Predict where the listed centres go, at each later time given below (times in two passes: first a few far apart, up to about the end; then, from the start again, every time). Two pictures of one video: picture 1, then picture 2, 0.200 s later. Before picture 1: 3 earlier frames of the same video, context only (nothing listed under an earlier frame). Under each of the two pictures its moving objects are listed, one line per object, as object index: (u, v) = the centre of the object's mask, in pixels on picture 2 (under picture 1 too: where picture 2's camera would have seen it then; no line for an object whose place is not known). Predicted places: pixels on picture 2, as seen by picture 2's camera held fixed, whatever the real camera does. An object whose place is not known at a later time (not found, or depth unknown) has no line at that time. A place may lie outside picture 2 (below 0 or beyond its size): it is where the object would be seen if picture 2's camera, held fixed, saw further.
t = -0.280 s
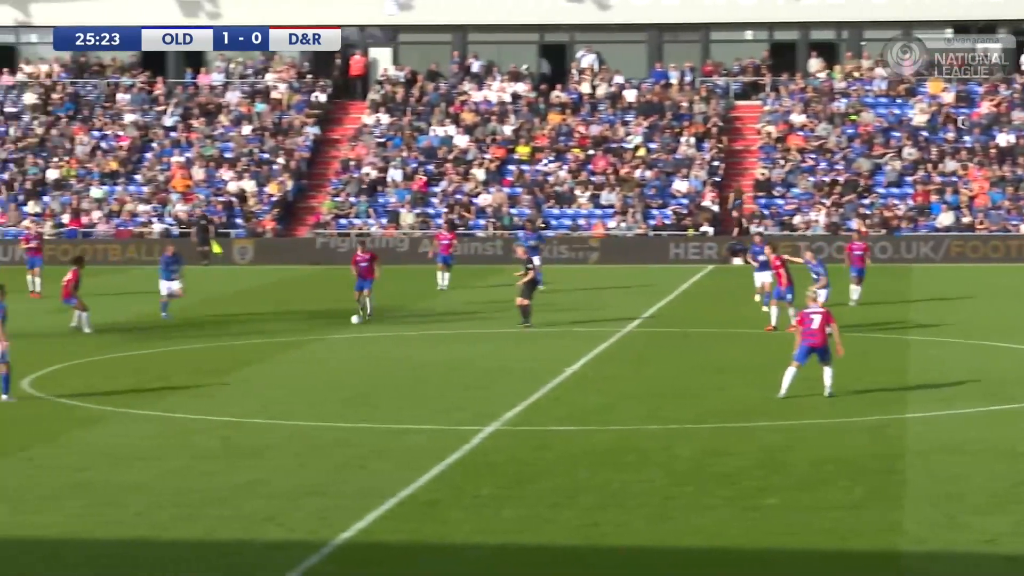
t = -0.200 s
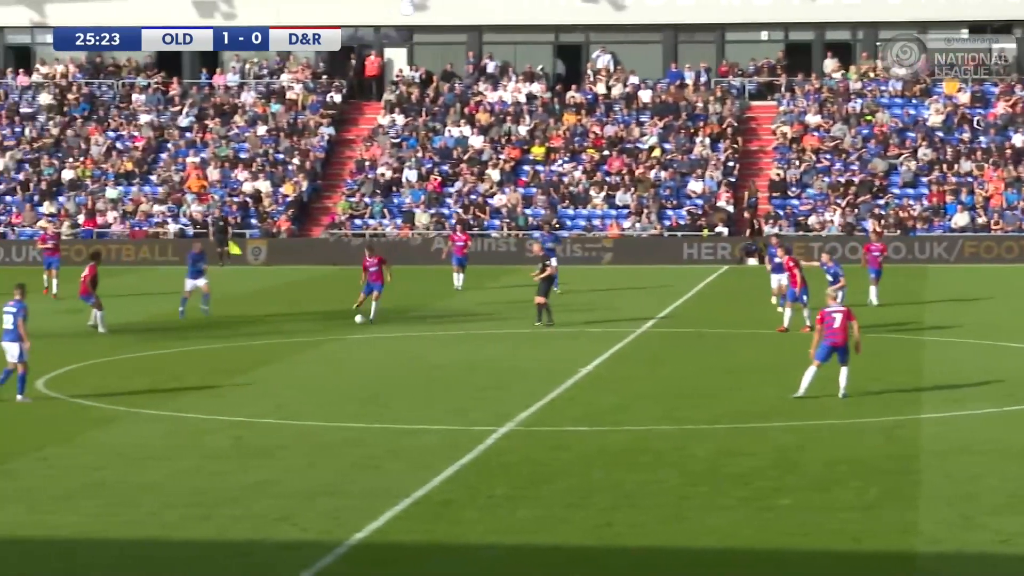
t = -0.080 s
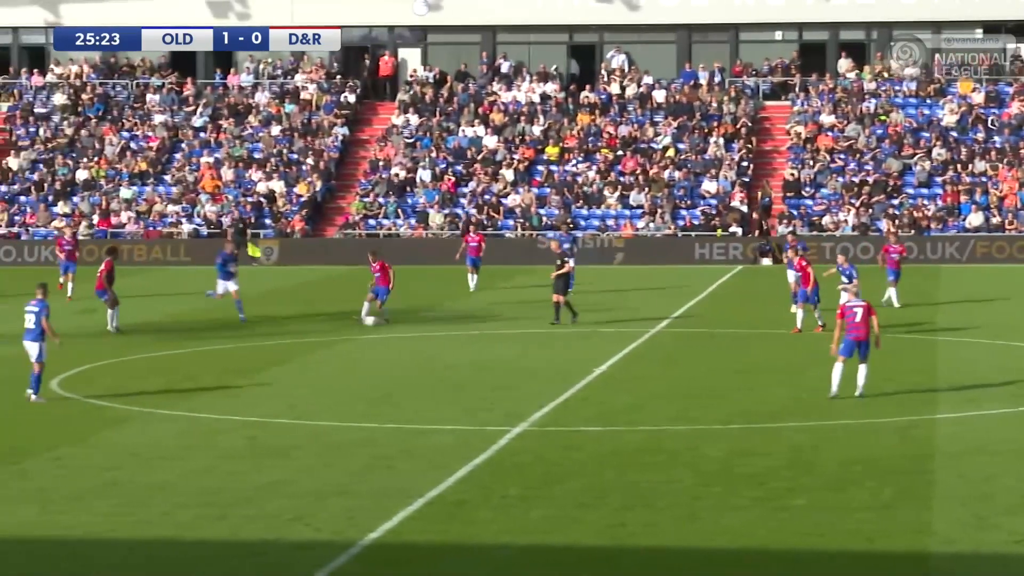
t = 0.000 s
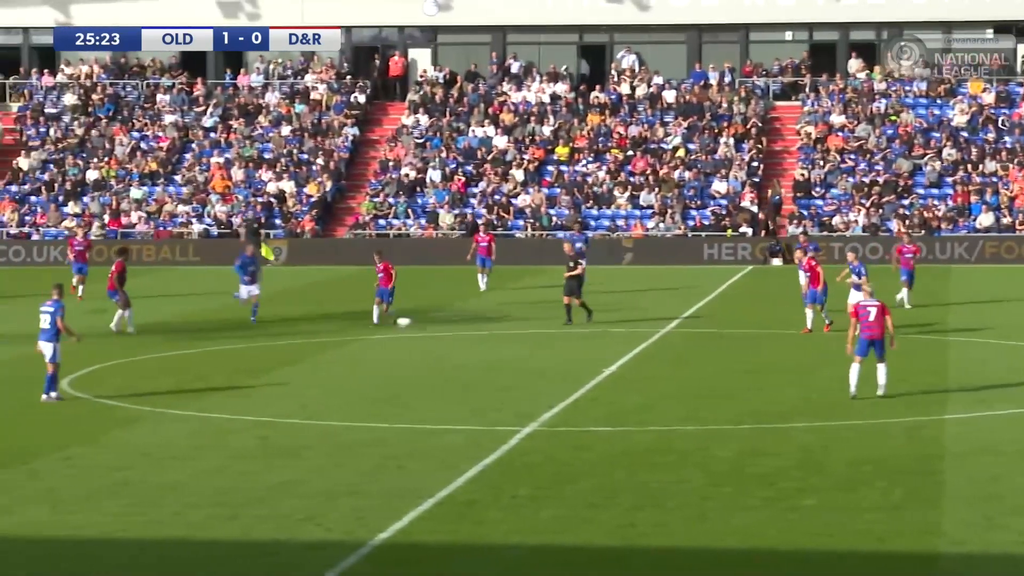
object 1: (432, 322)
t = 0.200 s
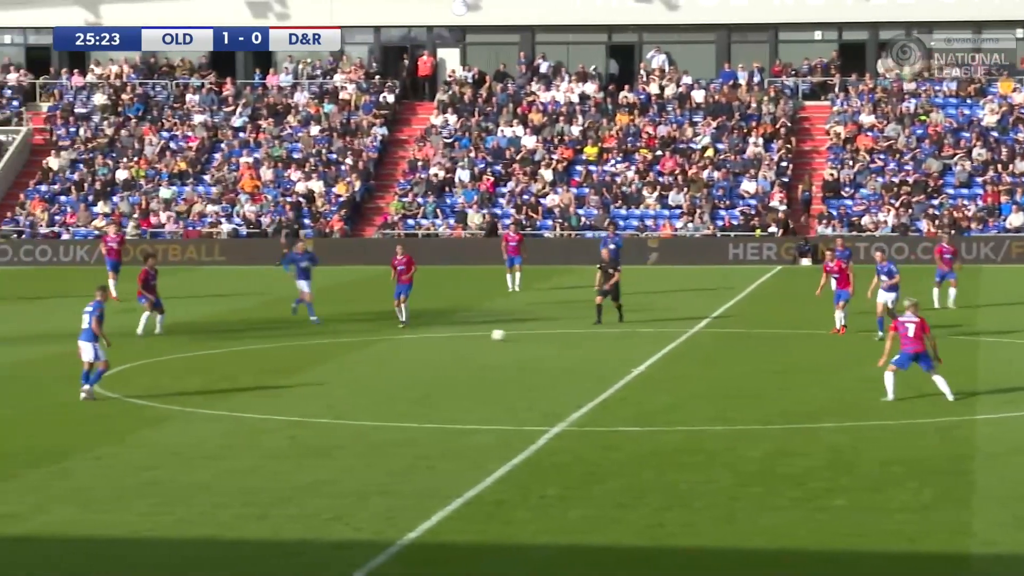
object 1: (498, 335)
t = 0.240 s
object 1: (511, 336)
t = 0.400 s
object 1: (569, 345)
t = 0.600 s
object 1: (643, 357)
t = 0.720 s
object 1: (689, 363)
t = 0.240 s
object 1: (511, 336)
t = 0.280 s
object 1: (526, 338)
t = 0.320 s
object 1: (540, 342)
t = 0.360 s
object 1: (554, 345)
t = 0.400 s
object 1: (569, 345)
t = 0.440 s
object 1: (582, 347)
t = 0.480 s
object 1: (597, 349)
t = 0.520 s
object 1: (613, 352)
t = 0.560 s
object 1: (628, 356)
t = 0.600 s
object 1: (643, 357)
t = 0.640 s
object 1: (658, 358)
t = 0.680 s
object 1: (673, 360)
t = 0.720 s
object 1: (689, 363)
